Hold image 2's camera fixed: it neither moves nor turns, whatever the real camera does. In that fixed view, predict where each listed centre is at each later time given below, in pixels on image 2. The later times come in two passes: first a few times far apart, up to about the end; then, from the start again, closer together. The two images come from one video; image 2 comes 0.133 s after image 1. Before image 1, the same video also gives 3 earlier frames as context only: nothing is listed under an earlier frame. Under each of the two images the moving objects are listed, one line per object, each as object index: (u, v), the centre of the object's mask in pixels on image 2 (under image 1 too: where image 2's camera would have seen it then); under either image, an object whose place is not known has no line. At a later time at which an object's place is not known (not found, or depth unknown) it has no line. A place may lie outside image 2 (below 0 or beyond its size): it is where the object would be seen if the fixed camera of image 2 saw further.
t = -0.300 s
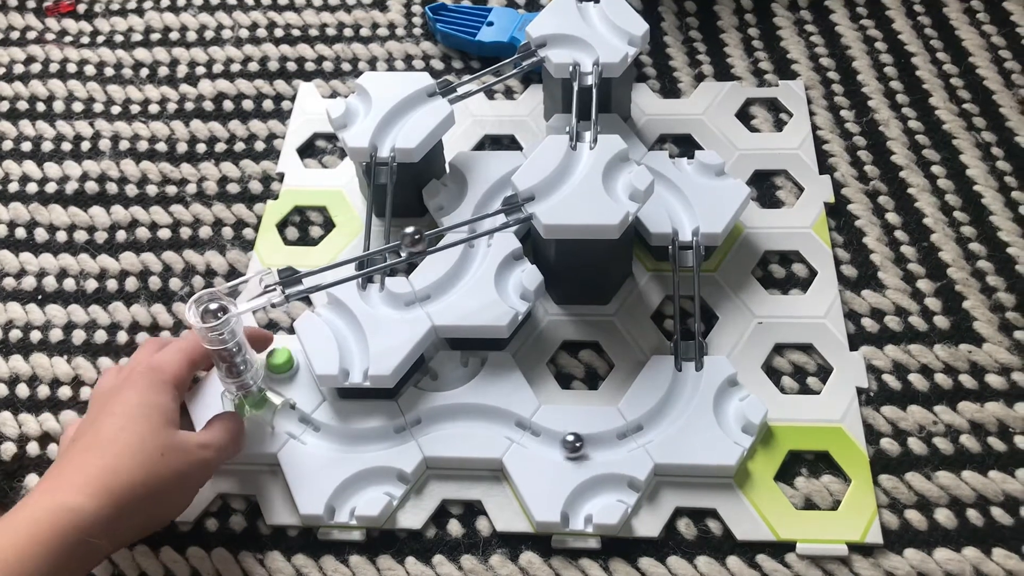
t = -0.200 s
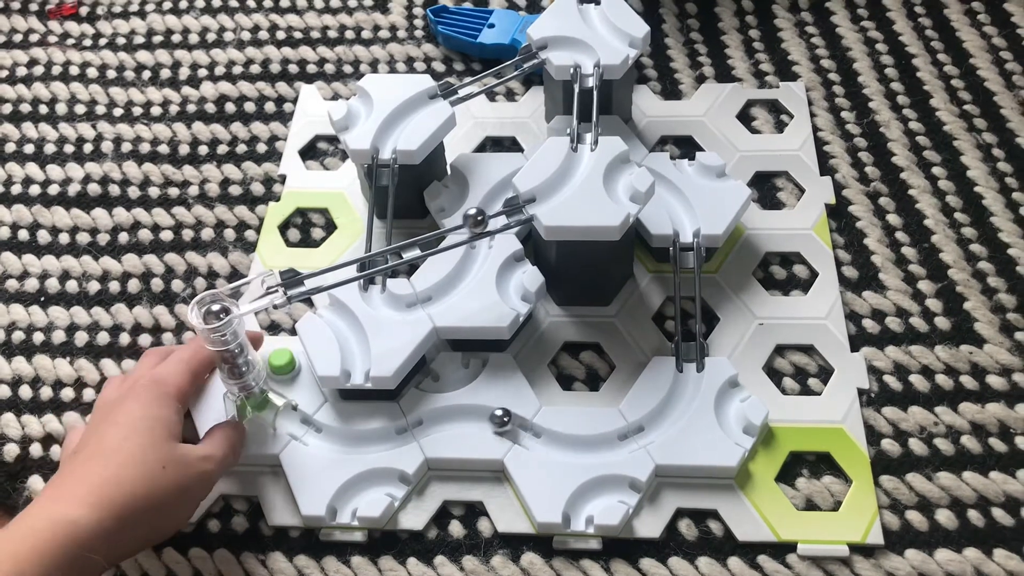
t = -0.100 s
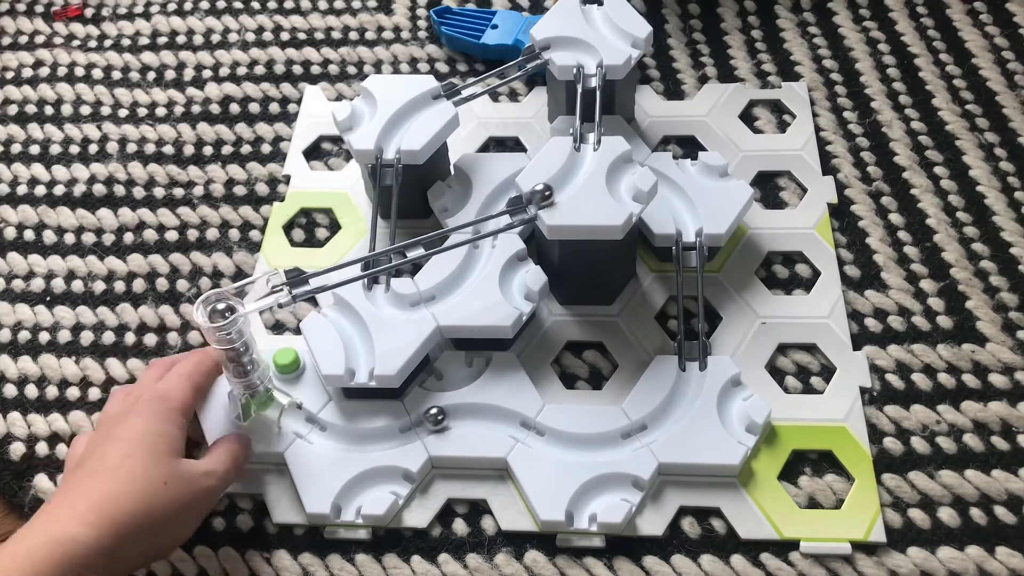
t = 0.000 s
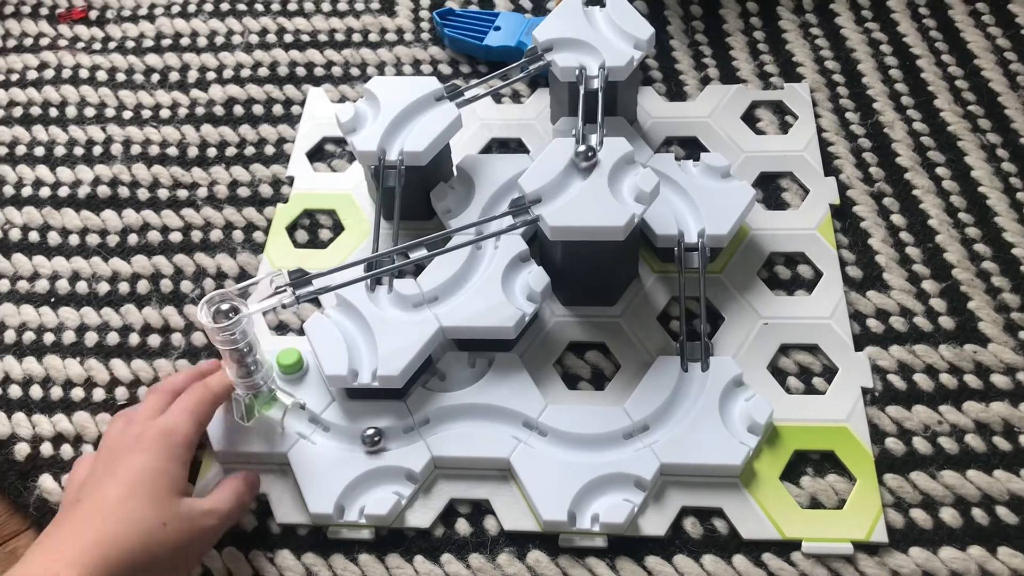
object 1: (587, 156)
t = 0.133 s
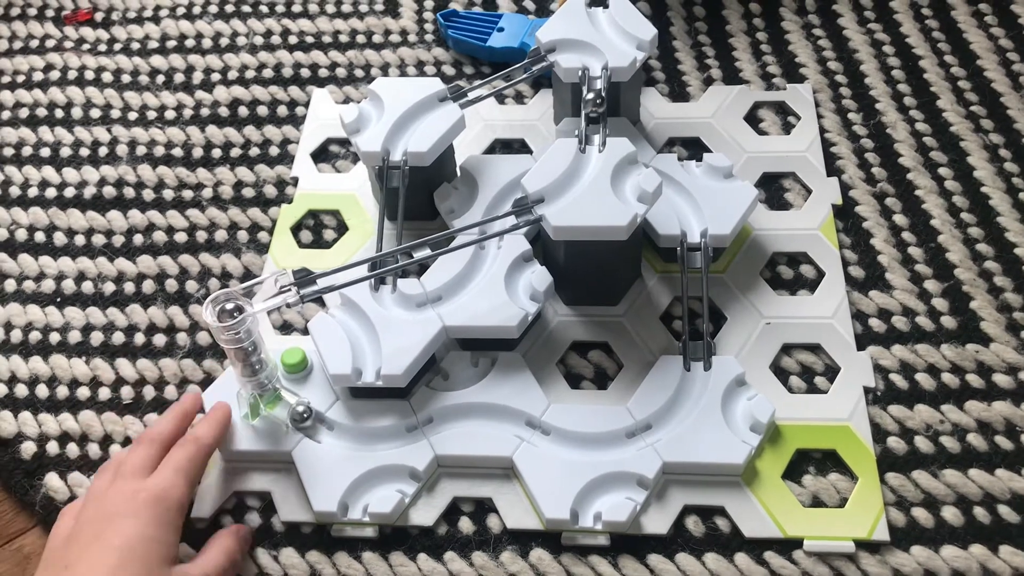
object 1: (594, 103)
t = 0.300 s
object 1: (573, 44)
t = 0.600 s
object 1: (437, 97)
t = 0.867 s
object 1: (381, 281)
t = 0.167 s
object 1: (595, 90)
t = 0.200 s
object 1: (594, 77)
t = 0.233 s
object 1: (595, 63)
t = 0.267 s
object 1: (590, 50)
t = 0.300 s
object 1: (573, 44)
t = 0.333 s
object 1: (555, 46)
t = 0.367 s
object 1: (542, 52)
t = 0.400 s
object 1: (530, 59)
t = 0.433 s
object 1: (516, 67)
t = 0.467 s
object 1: (501, 73)
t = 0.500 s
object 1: (486, 79)
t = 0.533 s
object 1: (468, 86)
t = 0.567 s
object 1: (453, 92)
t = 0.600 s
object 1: (437, 97)
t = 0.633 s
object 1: (419, 110)
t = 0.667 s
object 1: (407, 122)
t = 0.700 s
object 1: (398, 134)
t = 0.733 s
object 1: (394, 148)
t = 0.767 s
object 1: (391, 169)
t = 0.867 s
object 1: (381, 281)
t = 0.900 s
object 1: (388, 296)
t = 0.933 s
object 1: (415, 303)
